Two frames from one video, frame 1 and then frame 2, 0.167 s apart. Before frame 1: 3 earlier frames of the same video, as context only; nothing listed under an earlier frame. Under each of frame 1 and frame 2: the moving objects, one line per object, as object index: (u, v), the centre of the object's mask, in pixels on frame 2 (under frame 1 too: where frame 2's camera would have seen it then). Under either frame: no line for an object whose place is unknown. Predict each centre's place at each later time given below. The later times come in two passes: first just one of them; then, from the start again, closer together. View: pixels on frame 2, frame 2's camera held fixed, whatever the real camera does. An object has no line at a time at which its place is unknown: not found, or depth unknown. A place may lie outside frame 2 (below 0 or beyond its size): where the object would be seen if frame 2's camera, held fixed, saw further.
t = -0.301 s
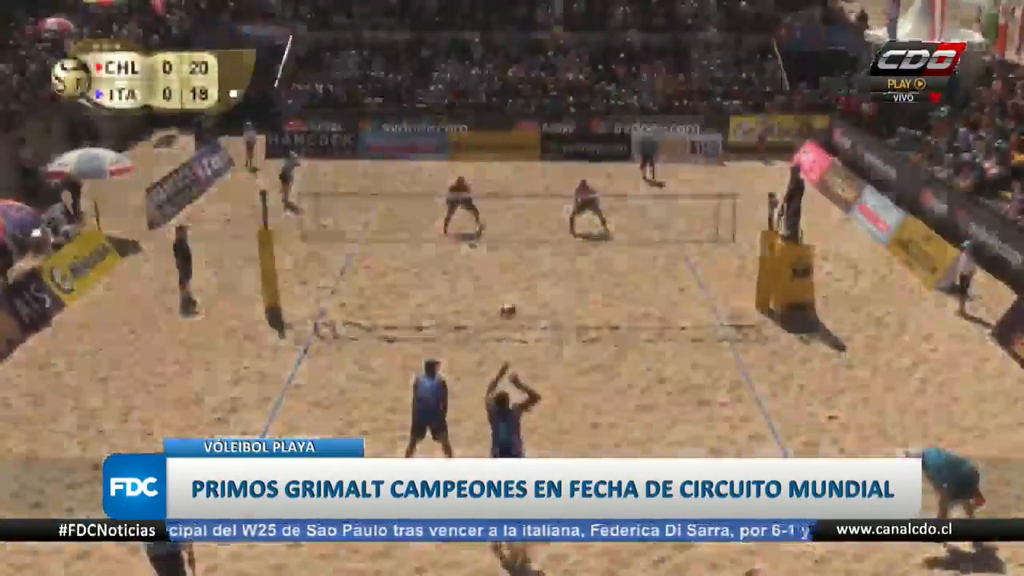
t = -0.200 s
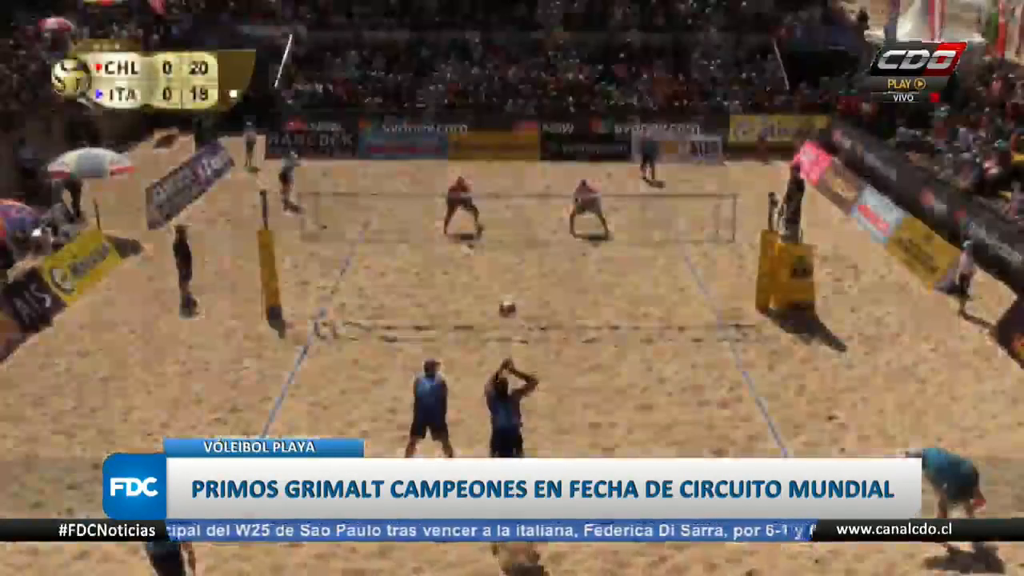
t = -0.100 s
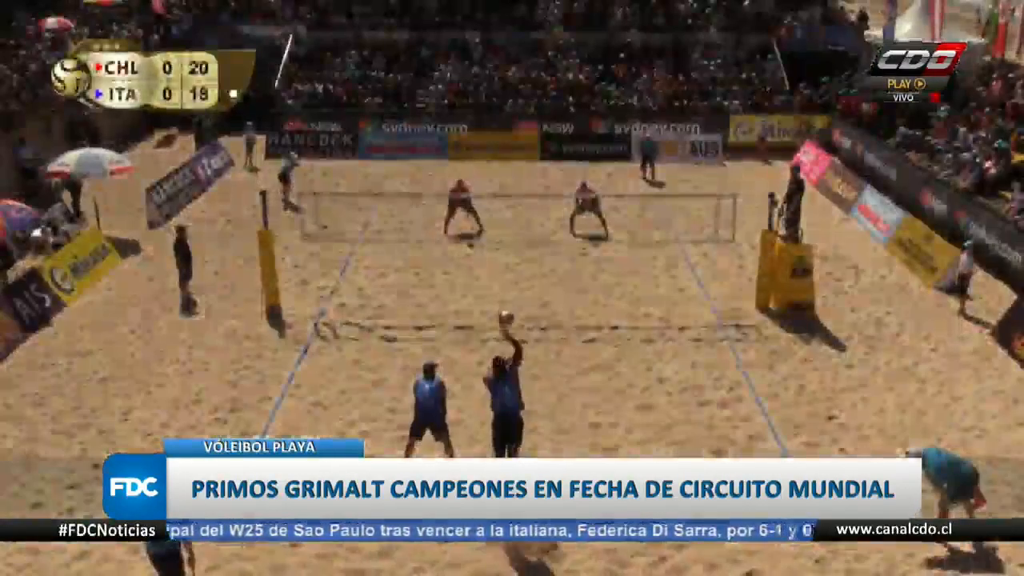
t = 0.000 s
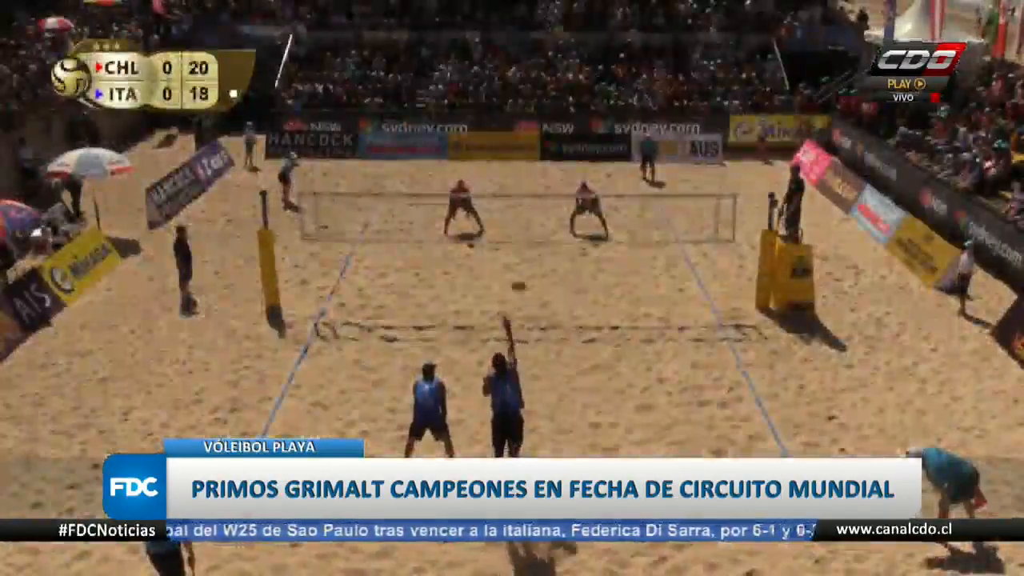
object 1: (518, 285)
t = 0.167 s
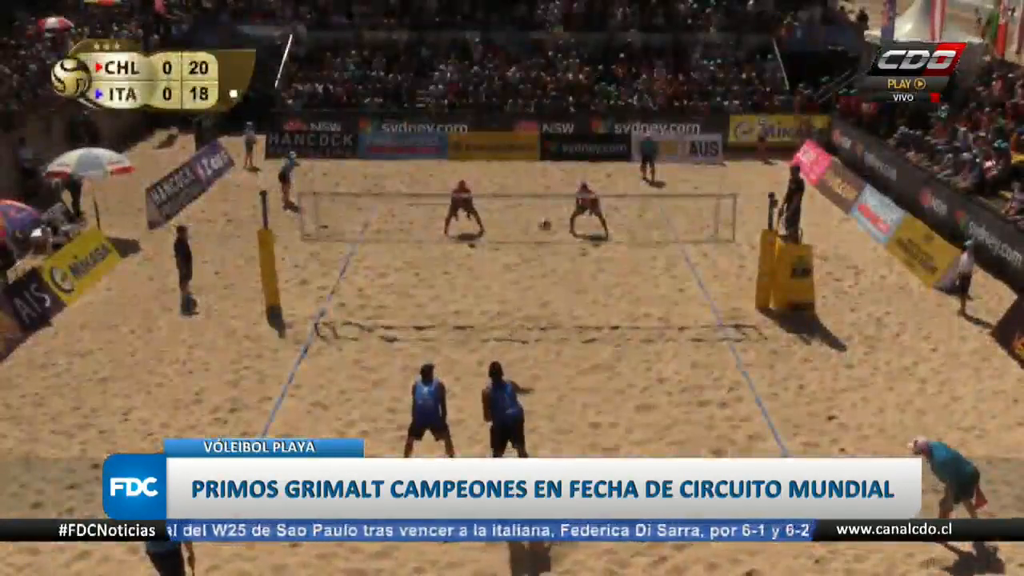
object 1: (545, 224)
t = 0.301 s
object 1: (560, 198)
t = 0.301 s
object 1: (560, 198)
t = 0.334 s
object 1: (564, 192)
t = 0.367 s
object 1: (569, 186)
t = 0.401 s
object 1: (572, 182)
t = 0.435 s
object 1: (575, 180)
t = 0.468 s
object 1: (578, 178)
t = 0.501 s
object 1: (581, 177)
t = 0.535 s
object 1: (584, 177)
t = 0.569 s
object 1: (586, 178)
